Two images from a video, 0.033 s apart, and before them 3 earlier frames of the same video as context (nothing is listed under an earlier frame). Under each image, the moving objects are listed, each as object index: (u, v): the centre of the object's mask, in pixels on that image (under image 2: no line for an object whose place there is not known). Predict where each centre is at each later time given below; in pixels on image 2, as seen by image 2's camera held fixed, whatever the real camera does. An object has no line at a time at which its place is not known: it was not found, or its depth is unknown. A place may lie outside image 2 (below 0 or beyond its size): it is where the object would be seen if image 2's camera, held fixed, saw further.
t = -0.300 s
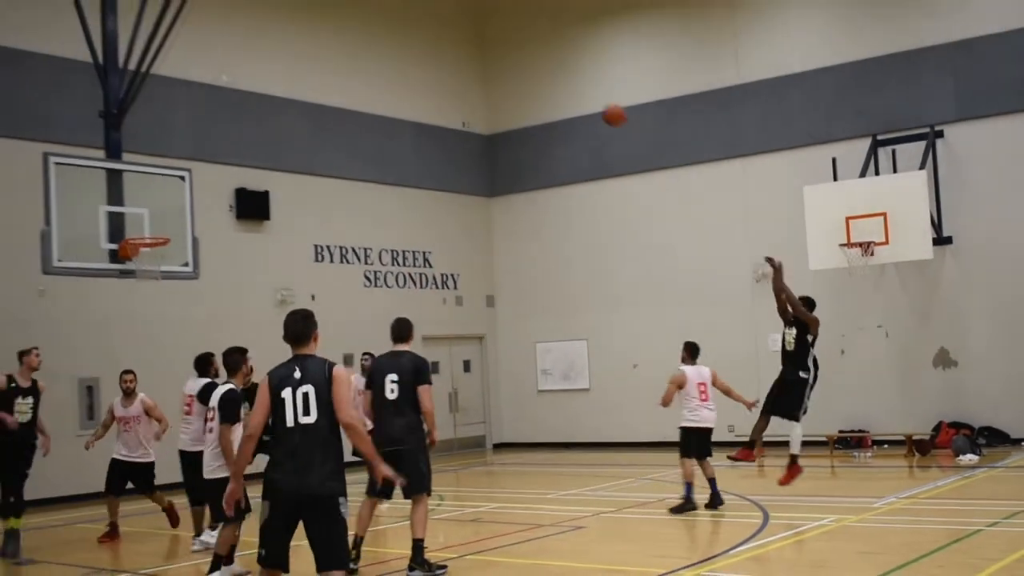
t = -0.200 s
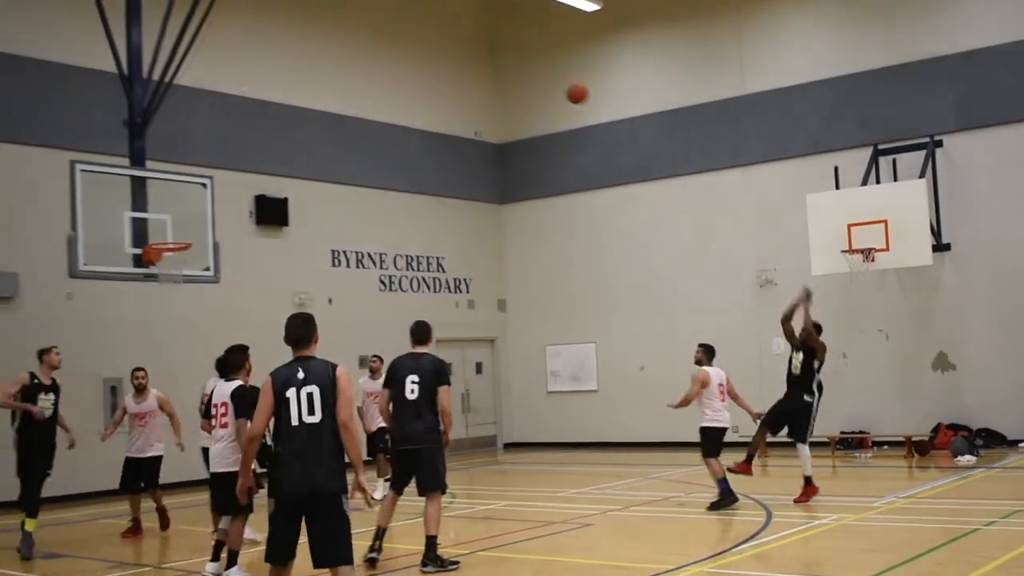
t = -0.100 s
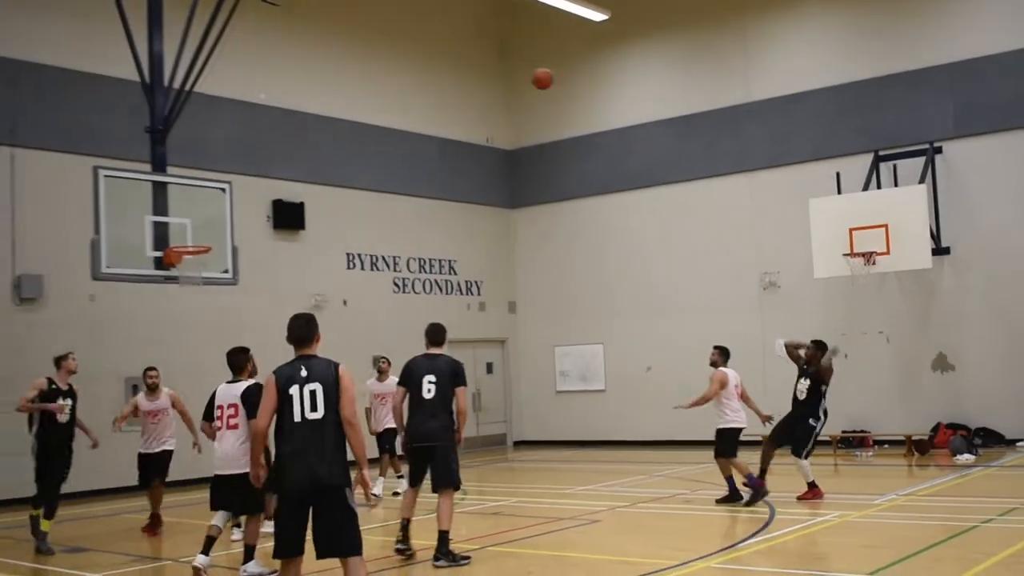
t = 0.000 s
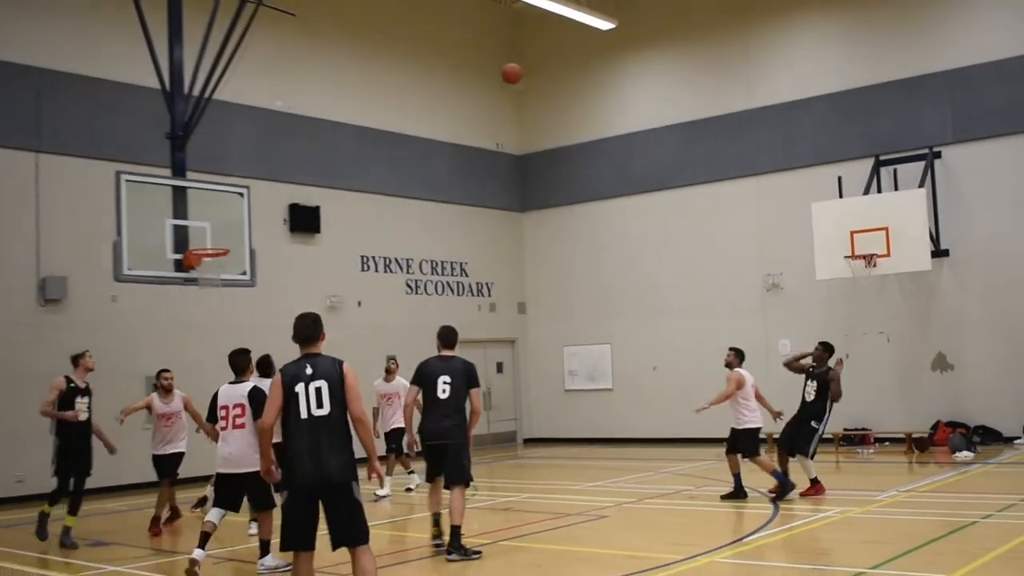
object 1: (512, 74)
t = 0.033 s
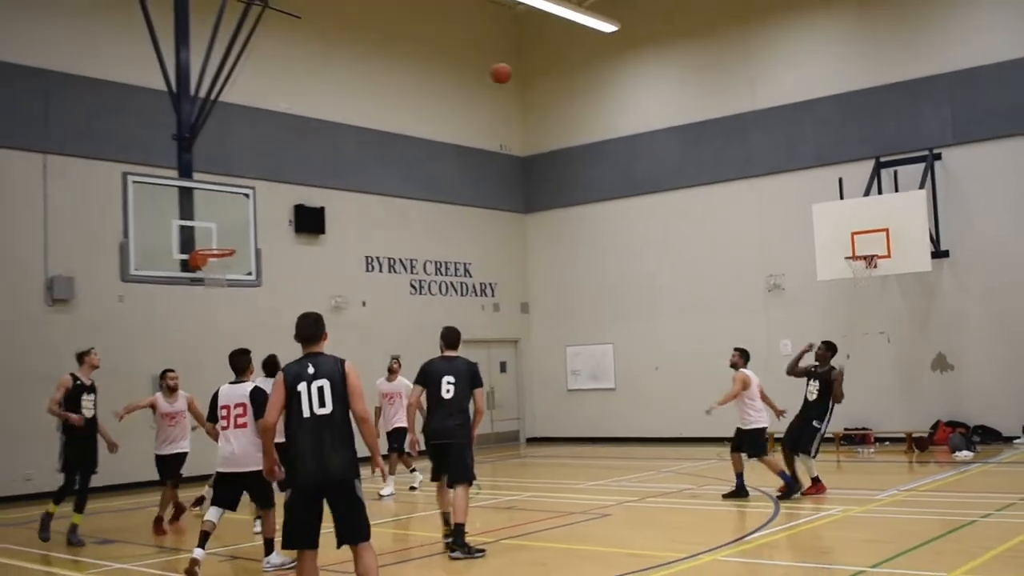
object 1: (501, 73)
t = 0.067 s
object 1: (488, 71)
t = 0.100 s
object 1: (476, 71)
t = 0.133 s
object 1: (462, 71)
